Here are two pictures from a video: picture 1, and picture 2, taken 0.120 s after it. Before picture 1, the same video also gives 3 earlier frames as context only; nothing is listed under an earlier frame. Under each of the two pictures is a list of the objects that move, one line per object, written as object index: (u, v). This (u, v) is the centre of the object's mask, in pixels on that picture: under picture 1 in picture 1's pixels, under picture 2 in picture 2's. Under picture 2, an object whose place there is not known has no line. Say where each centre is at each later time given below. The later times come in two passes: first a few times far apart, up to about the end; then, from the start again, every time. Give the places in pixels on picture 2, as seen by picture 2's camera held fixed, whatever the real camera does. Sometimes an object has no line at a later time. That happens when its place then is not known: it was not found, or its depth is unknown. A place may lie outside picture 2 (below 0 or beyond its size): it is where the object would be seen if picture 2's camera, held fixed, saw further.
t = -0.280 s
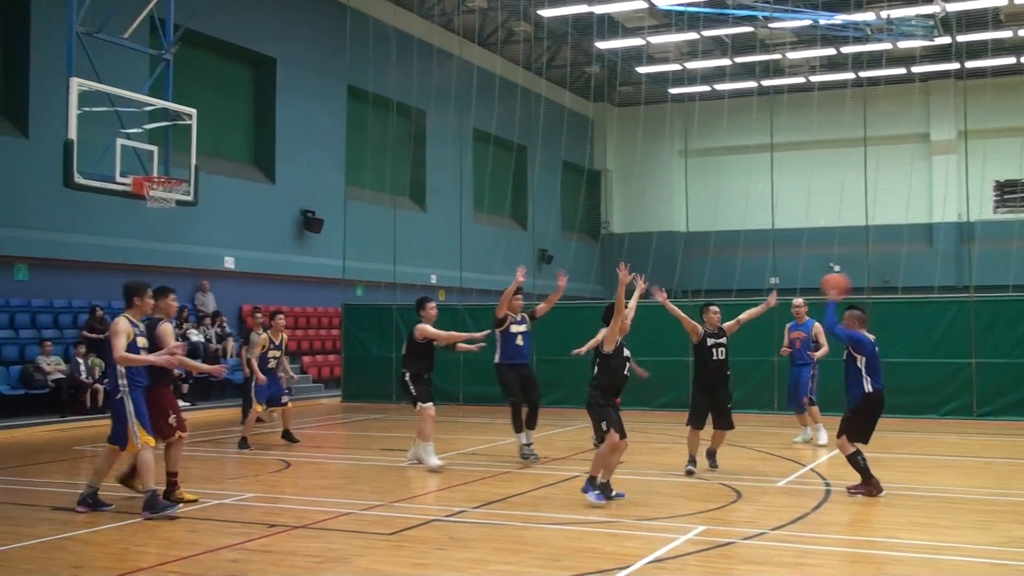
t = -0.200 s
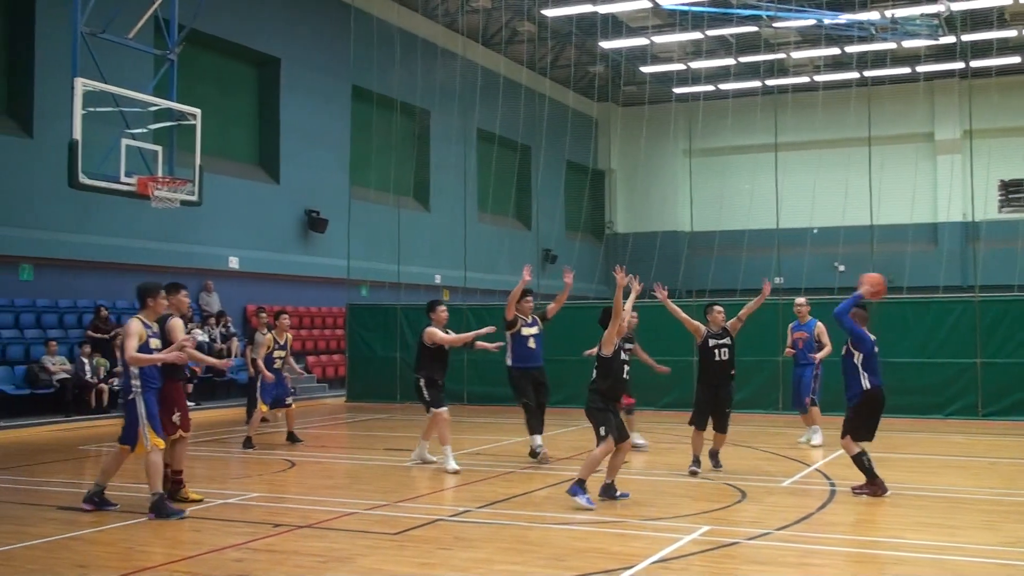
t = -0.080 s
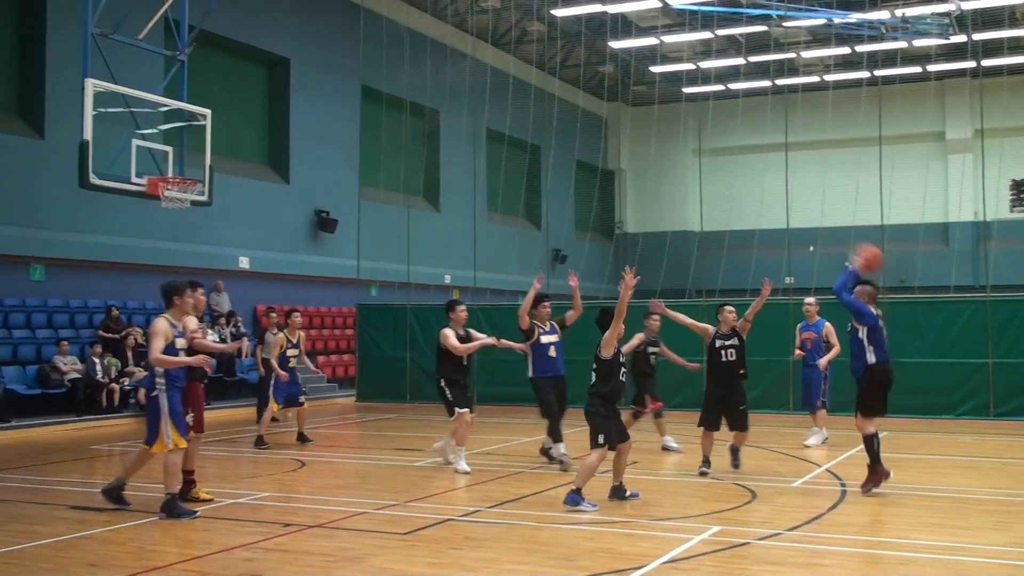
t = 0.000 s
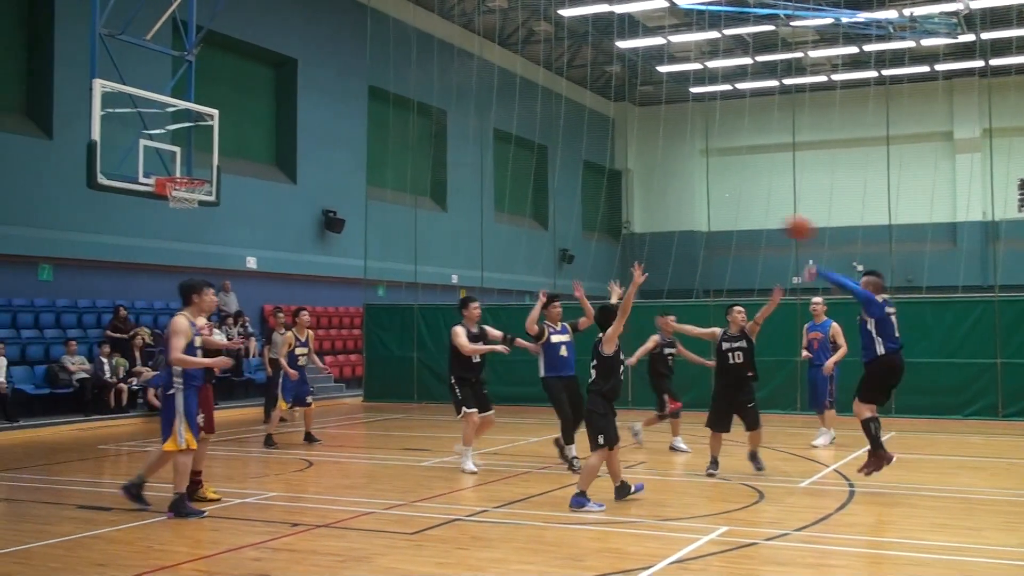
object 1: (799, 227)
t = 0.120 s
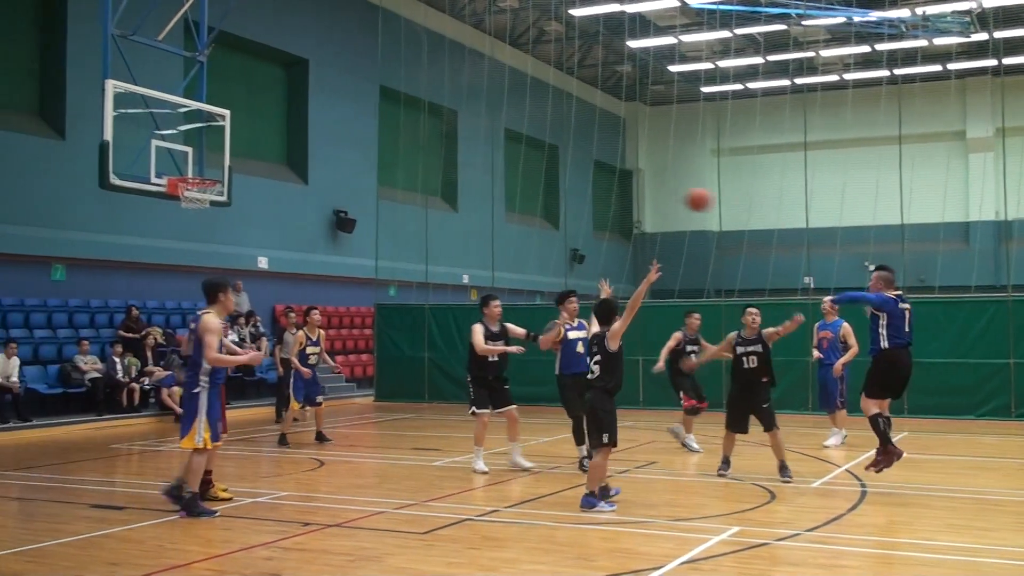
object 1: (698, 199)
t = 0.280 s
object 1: (572, 189)
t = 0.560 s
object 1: (395, 227)
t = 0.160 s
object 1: (664, 194)
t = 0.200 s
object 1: (632, 191)
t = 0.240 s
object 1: (602, 189)
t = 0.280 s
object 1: (572, 189)
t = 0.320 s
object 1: (544, 191)
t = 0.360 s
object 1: (516, 193)
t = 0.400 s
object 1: (489, 198)
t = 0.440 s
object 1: (464, 204)
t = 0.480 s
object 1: (441, 210)
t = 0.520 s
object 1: (417, 218)
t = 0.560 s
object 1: (395, 227)
